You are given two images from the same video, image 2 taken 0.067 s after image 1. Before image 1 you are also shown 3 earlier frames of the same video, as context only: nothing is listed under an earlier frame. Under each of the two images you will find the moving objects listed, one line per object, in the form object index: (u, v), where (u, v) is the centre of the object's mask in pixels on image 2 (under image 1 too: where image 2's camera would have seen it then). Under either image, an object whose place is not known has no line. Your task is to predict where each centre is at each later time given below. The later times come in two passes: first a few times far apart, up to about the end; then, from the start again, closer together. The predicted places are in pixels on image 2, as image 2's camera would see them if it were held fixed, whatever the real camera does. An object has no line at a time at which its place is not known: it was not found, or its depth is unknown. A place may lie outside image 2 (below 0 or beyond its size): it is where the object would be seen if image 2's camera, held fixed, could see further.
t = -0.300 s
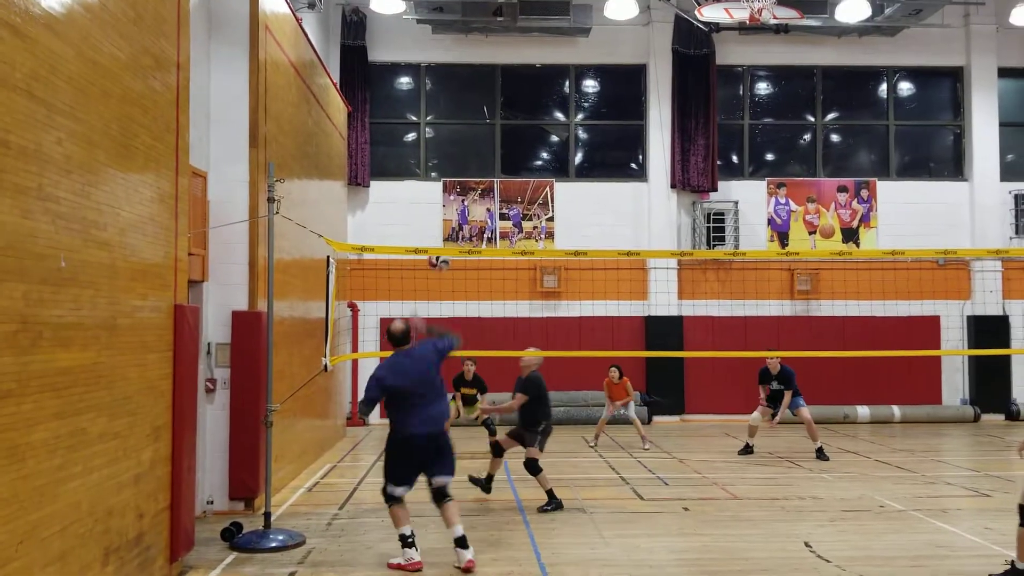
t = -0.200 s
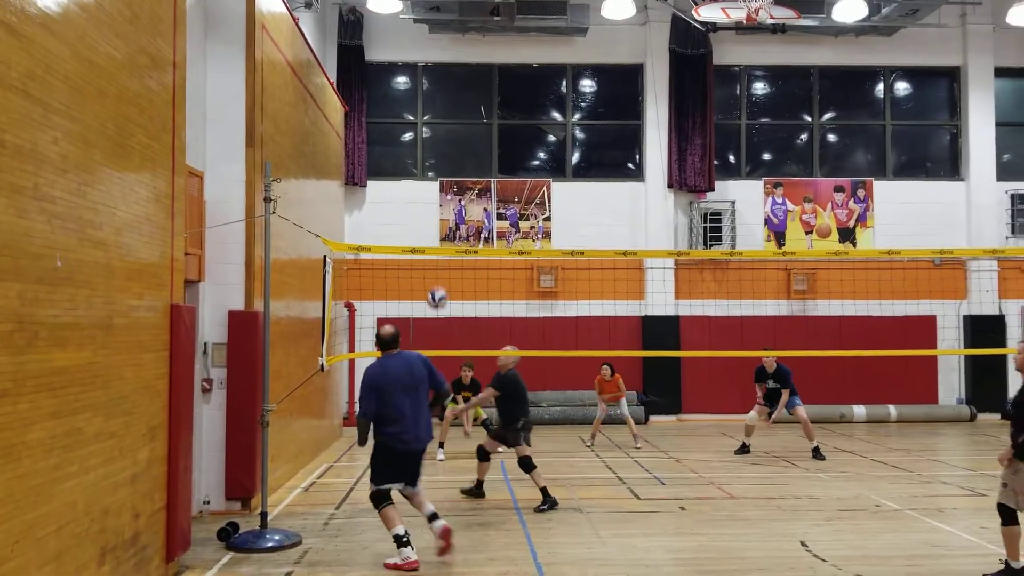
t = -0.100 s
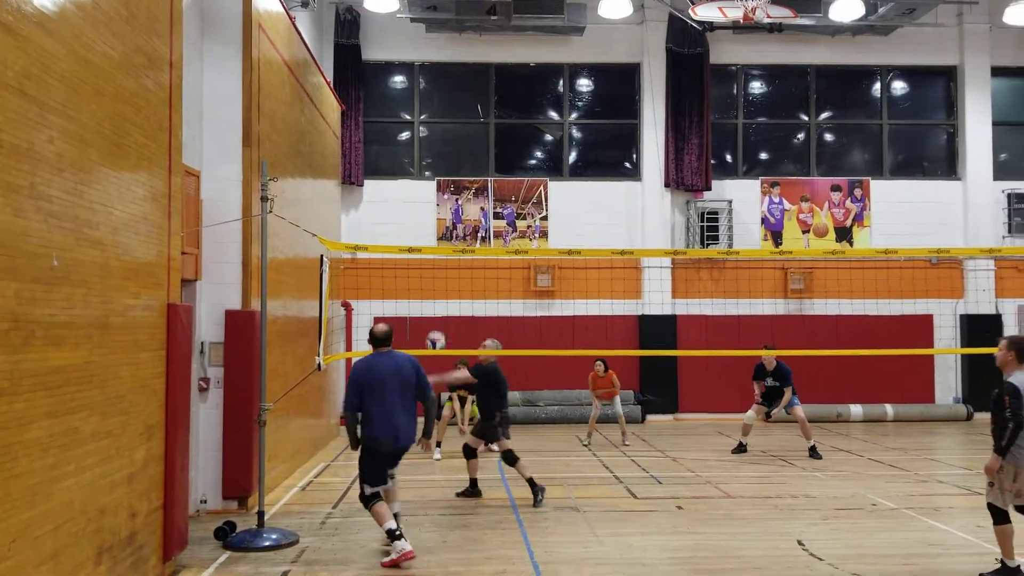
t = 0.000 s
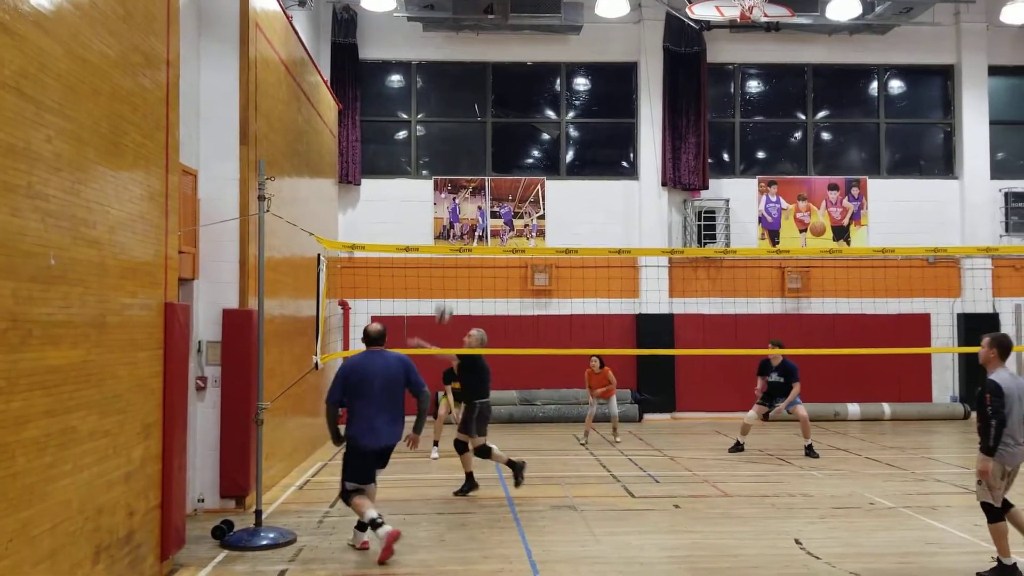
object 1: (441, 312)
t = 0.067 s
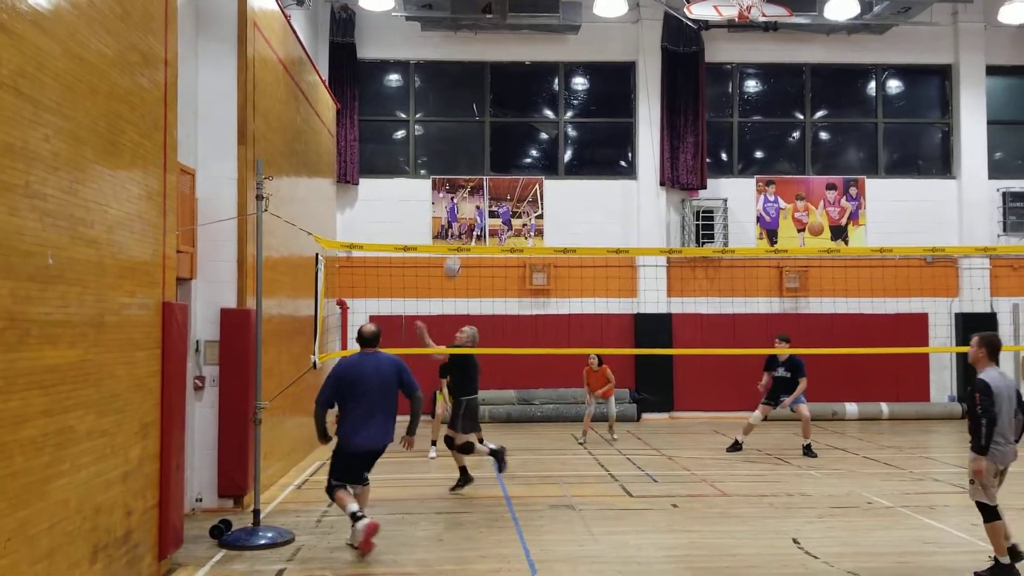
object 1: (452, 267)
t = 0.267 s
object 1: (482, 166)
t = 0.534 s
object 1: (521, 95)
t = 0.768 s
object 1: (554, 85)
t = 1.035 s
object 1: (590, 133)
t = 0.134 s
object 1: (463, 229)
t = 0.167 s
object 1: (469, 212)
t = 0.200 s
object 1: (473, 195)
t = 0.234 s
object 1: (477, 181)
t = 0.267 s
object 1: (482, 166)
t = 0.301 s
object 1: (487, 155)
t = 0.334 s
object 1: (493, 143)
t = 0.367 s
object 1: (498, 132)
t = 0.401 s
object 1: (503, 123)
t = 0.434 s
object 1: (507, 115)
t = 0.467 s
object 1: (512, 107)
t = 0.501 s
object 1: (517, 100)
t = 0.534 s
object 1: (521, 95)
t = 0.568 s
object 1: (526, 91)
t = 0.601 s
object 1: (531, 88)
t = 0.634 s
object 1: (535, 85)
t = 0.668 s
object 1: (540, 84)
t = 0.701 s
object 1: (544, 84)
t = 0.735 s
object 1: (549, 84)
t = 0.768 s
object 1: (554, 85)
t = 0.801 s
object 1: (559, 88)
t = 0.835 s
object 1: (563, 91)
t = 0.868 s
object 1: (567, 96)
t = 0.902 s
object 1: (572, 101)
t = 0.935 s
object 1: (577, 108)
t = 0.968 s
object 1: (581, 115)
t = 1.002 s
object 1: (586, 124)
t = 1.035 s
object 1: (590, 133)
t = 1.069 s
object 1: (594, 143)
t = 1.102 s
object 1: (598, 154)
